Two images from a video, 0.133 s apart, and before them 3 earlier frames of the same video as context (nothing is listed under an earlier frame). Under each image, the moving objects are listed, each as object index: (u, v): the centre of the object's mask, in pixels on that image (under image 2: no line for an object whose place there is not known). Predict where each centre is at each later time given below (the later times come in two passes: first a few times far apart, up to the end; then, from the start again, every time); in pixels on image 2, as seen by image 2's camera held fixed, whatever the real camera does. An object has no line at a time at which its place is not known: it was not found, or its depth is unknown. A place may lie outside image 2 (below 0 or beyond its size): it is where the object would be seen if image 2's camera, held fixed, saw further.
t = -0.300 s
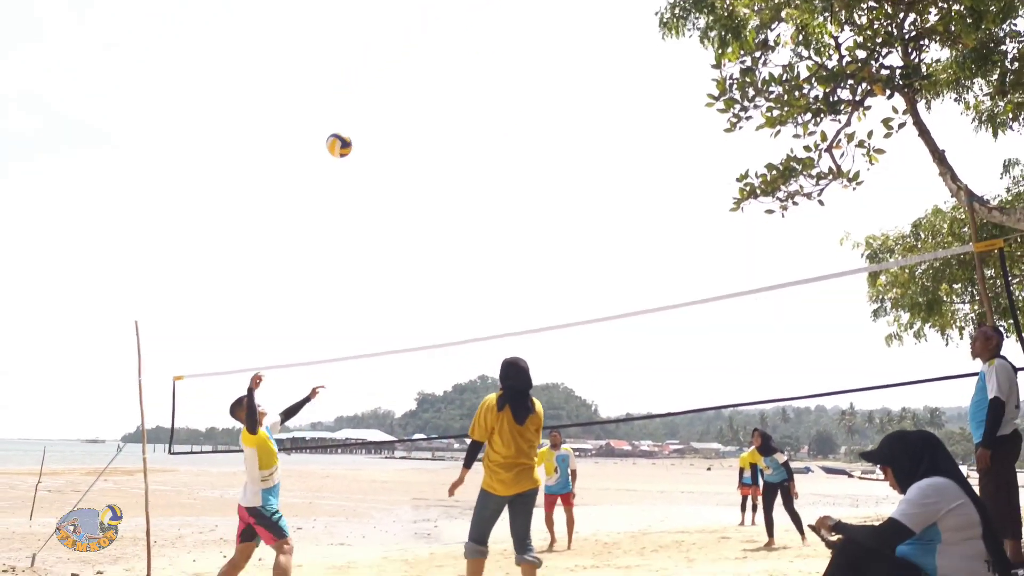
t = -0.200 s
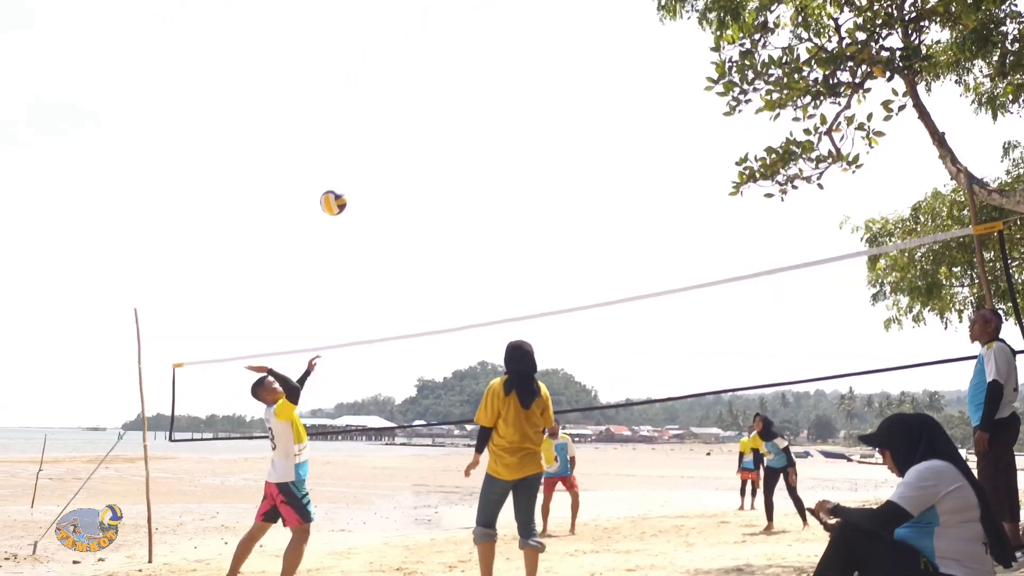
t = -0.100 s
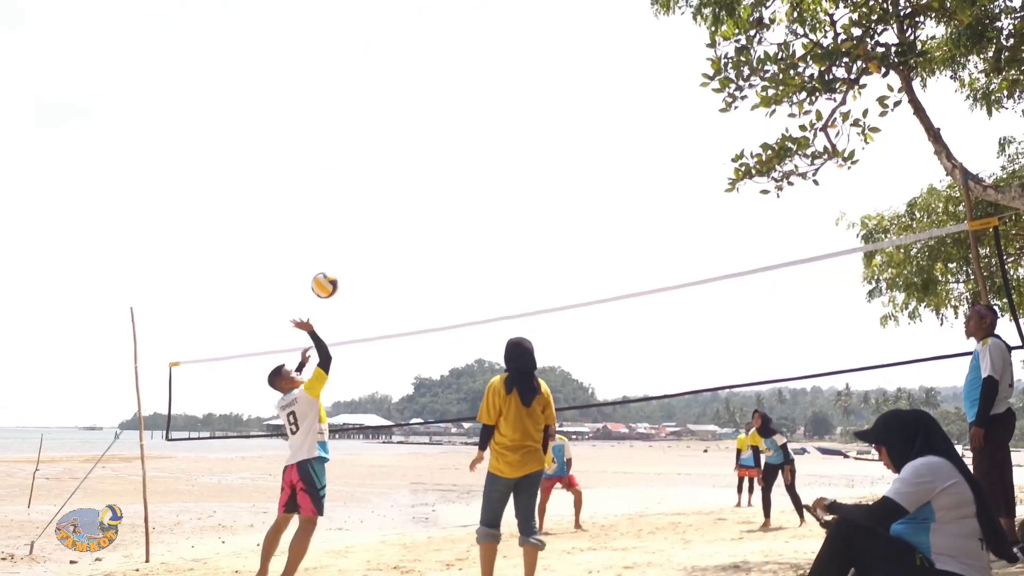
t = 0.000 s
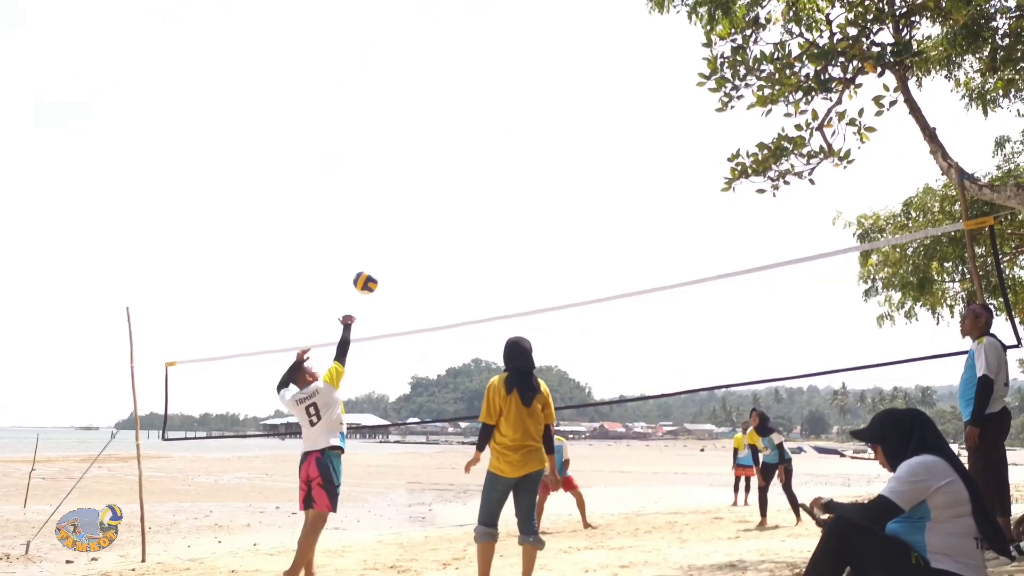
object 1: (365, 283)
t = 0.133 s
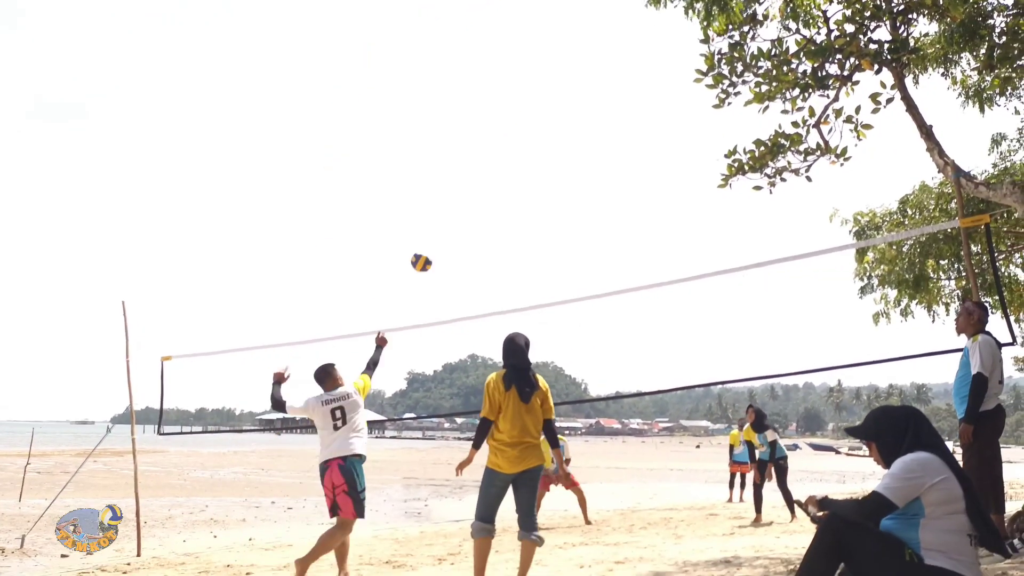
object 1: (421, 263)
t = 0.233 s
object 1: (457, 264)
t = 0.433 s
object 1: (511, 289)
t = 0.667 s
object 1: (555, 345)
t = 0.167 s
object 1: (434, 262)
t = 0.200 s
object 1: (446, 262)
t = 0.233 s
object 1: (457, 264)
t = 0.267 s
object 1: (467, 267)
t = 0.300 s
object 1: (477, 269)
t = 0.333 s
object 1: (487, 274)
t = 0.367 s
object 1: (495, 278)
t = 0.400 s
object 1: (503, 283)
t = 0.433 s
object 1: (511, 289)
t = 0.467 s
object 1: (518, 296)
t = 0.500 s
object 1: (525, 301)
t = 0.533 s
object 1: (532, 310)
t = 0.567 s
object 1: (538, 318)
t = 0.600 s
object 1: (544, 326)
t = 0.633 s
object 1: (549, 335)
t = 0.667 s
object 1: (555, 345)
